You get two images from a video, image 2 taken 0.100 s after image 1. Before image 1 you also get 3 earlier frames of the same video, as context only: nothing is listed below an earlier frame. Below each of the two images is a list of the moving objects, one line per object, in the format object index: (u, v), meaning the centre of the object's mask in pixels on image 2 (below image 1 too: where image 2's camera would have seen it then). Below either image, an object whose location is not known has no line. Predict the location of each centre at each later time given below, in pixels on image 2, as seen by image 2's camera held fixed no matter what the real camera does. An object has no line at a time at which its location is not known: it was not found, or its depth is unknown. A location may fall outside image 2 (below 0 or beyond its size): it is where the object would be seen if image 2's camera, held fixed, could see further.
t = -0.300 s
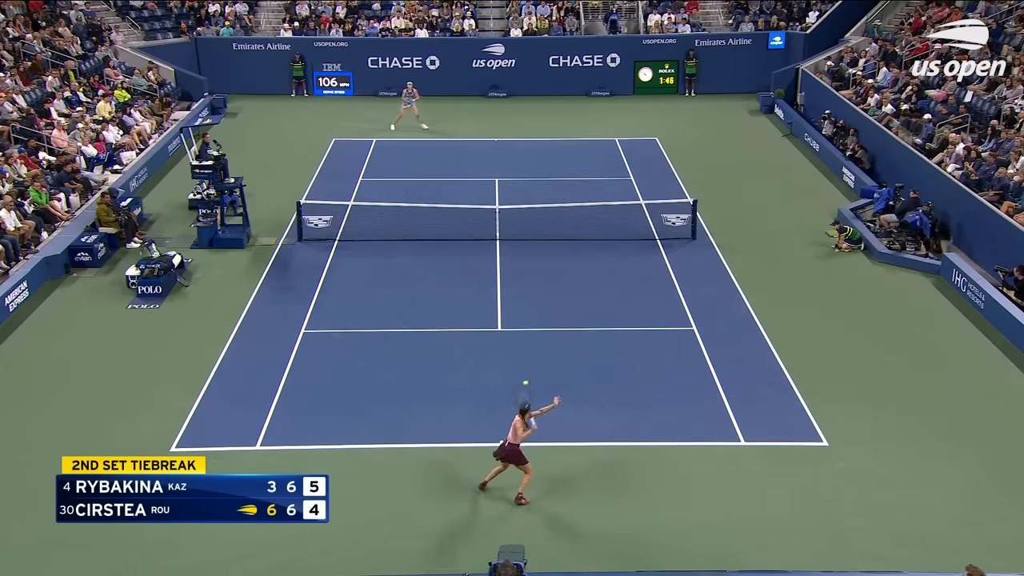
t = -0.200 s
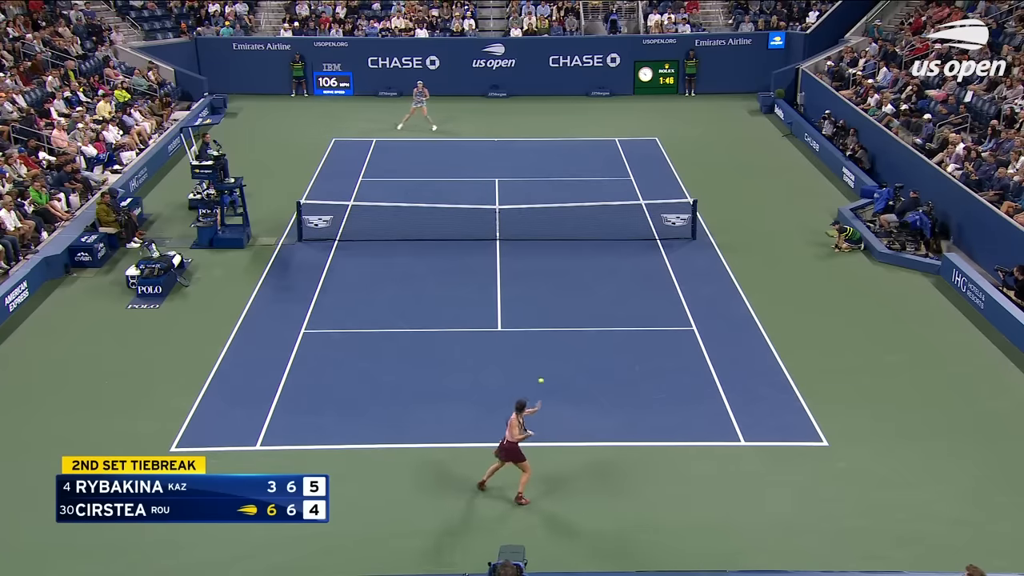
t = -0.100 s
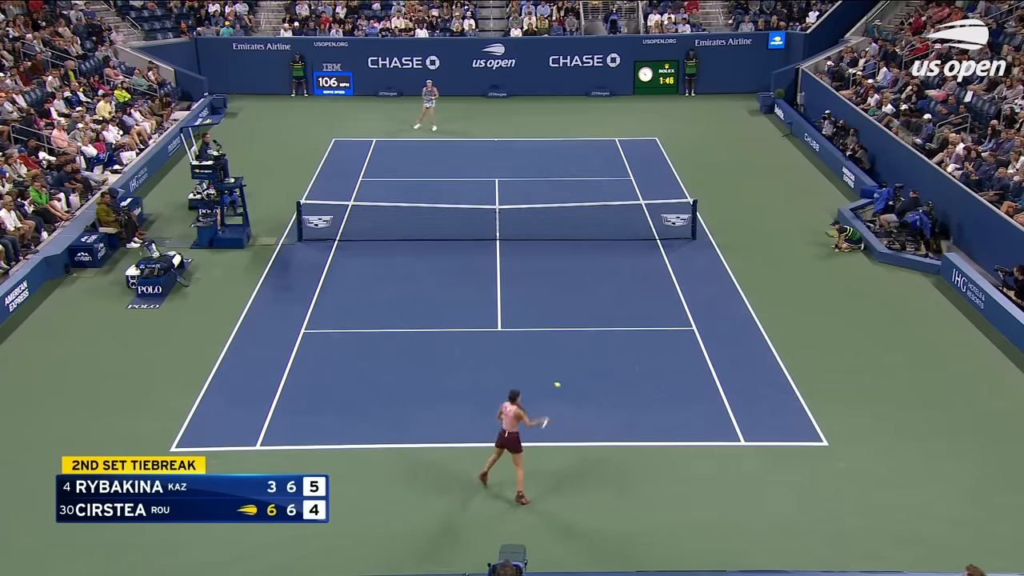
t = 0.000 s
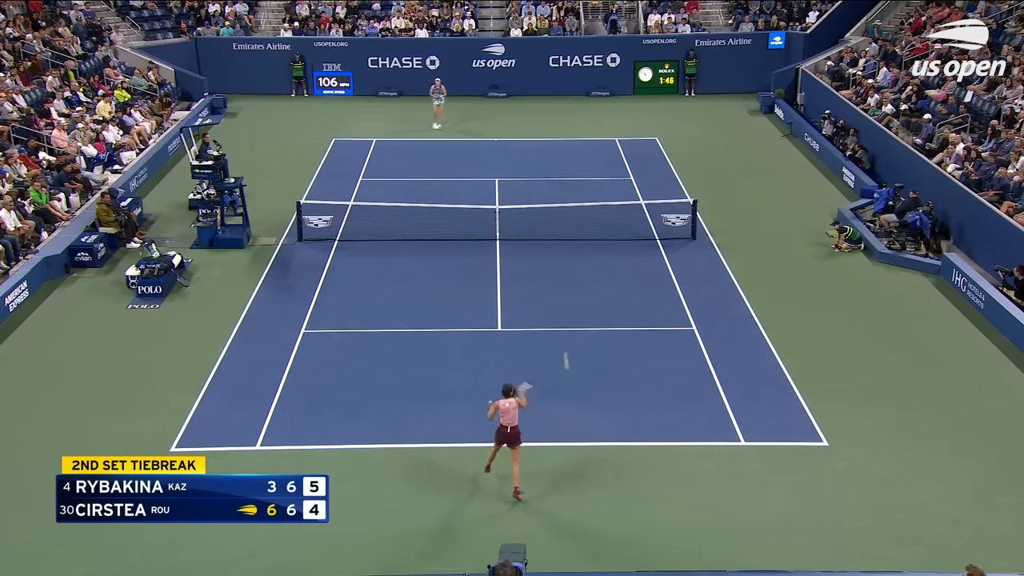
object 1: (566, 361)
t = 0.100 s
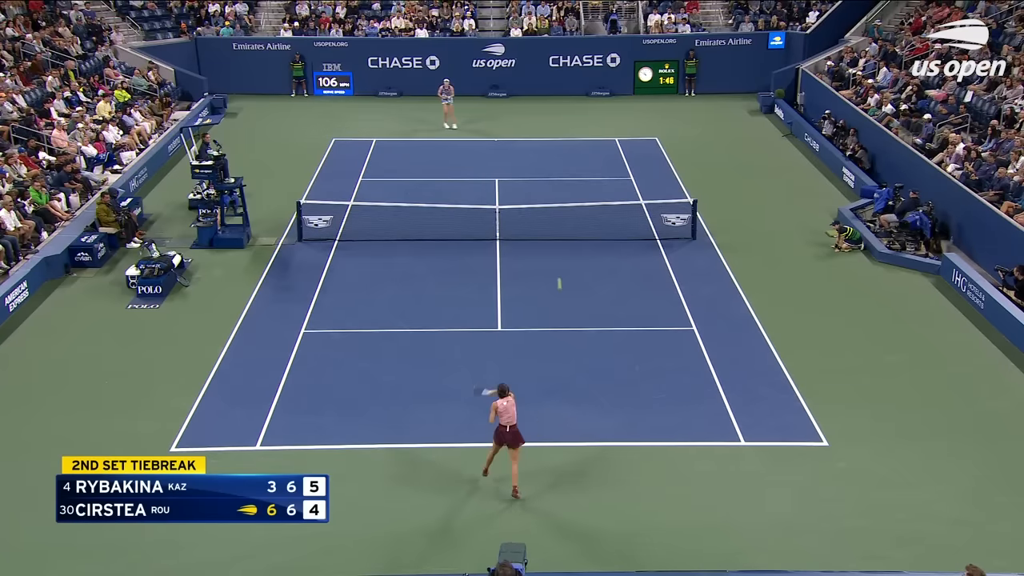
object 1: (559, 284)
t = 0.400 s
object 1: (554, 172)
